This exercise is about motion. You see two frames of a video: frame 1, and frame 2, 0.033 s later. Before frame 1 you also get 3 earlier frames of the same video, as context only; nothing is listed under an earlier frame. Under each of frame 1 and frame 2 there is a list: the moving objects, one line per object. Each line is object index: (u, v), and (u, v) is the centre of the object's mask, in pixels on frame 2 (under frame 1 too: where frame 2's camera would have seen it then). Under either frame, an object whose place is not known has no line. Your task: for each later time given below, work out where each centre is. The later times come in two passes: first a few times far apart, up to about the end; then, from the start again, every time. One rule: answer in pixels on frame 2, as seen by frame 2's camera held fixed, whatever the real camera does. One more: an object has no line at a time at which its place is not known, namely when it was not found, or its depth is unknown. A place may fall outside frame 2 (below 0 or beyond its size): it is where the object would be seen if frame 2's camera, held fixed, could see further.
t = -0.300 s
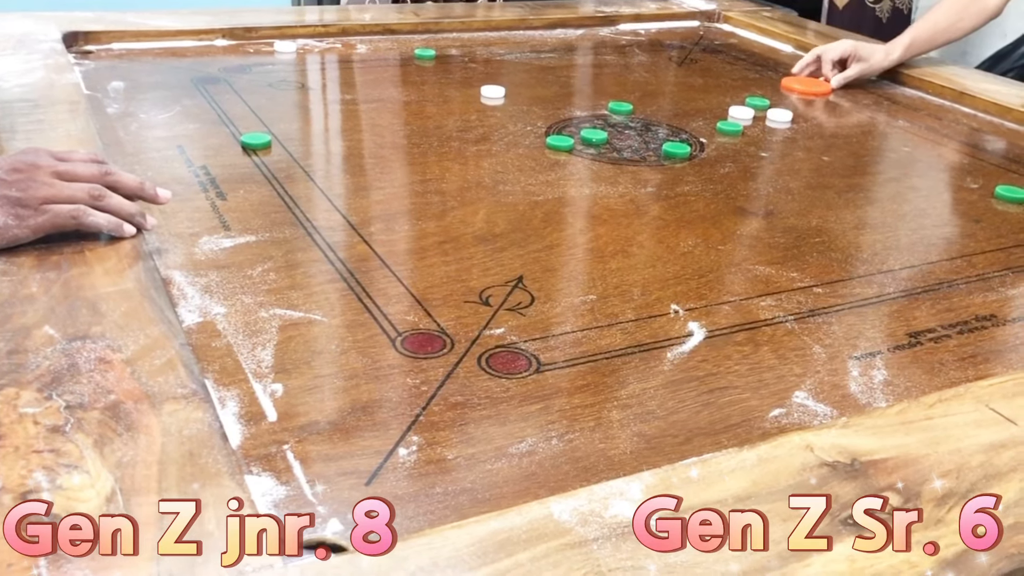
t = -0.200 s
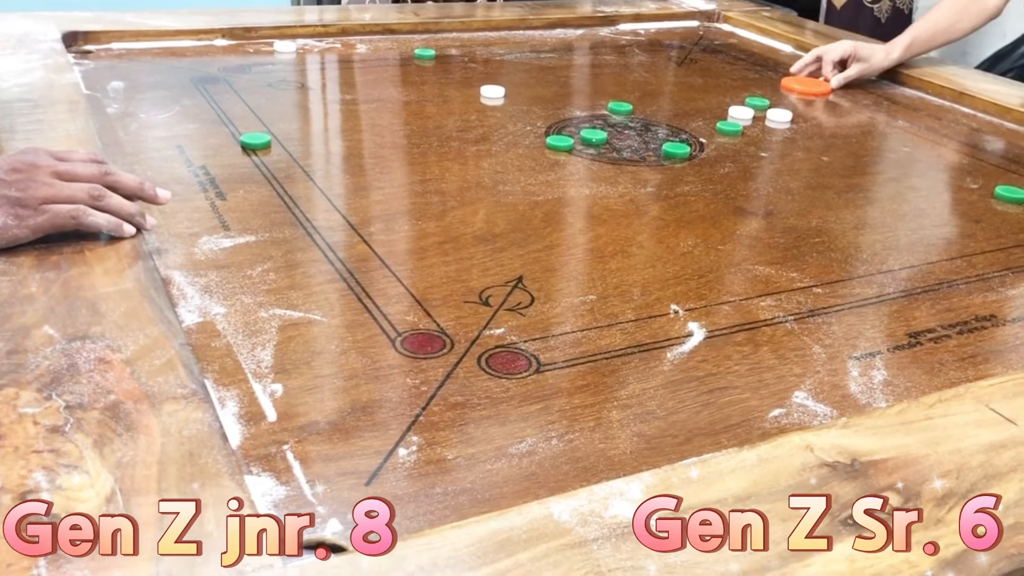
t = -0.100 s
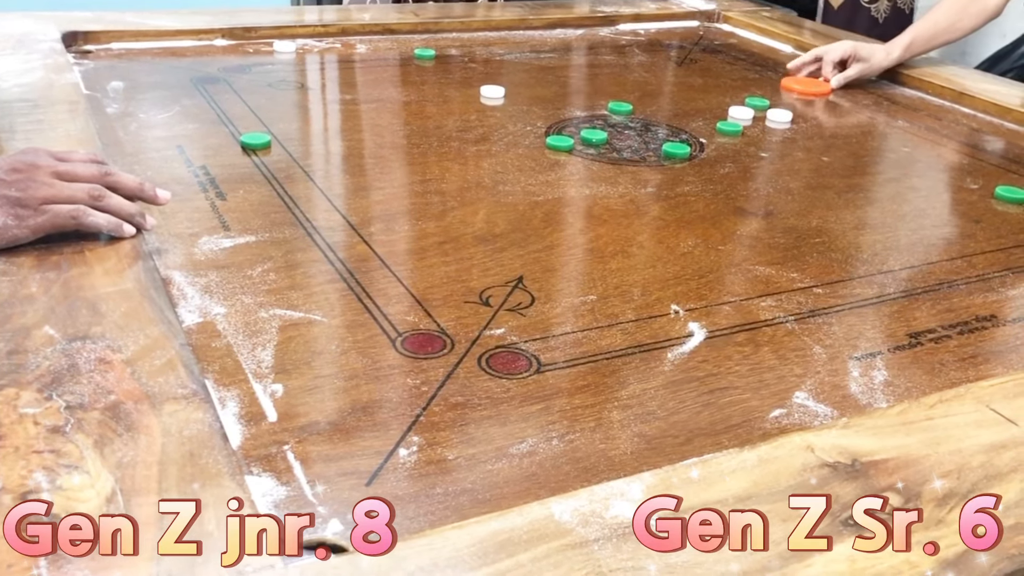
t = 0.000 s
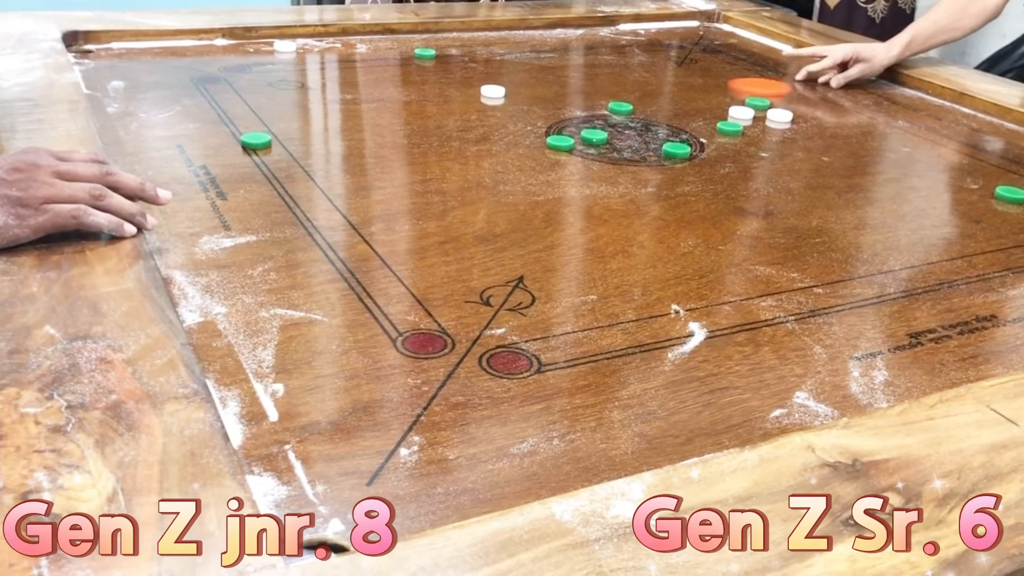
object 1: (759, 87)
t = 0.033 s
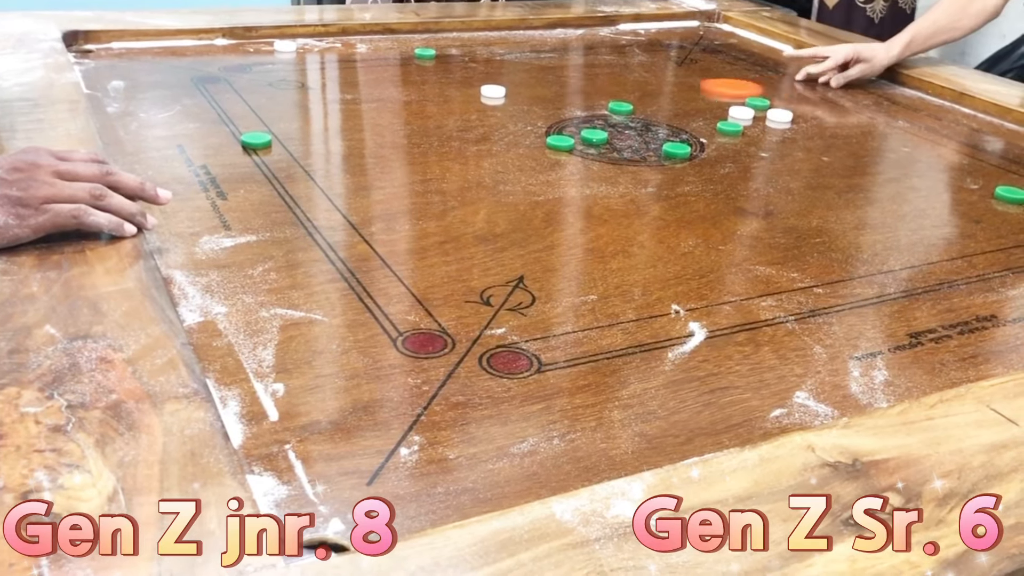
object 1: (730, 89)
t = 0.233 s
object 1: (562, 94)
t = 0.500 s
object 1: (411, 106)
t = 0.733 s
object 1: (314, 114)
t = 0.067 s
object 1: (703, 90)
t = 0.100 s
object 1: (675, 91)
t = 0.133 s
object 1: (646, 92)
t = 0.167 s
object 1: (618, 92)
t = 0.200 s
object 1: (590, 94)
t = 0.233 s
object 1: (562, 94)
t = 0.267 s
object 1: (535, 96)
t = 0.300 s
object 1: (514, 97)
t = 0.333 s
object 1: (496, 99)
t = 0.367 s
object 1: (479, 100)
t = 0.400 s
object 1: (461, 102)
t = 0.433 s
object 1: (444, 103)
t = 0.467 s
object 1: (428, 105)
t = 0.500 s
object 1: (411, 106)
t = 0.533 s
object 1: (396, 107)
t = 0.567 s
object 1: (381, 108)
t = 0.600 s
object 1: (367, 109)
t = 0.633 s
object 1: (354, 110)
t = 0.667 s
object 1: (341, 111)
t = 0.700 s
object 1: (327, 113)
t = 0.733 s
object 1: (314, 114)
